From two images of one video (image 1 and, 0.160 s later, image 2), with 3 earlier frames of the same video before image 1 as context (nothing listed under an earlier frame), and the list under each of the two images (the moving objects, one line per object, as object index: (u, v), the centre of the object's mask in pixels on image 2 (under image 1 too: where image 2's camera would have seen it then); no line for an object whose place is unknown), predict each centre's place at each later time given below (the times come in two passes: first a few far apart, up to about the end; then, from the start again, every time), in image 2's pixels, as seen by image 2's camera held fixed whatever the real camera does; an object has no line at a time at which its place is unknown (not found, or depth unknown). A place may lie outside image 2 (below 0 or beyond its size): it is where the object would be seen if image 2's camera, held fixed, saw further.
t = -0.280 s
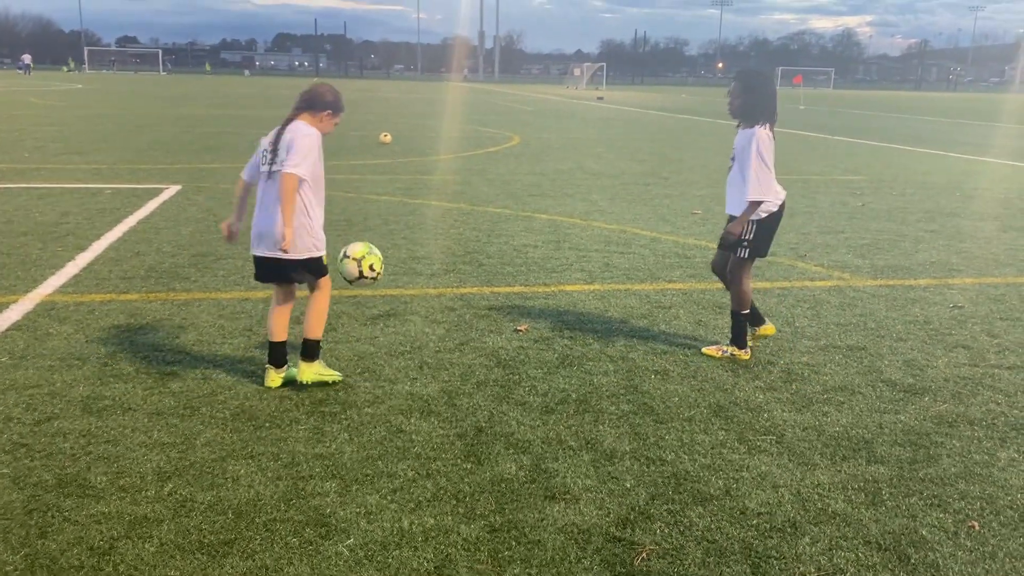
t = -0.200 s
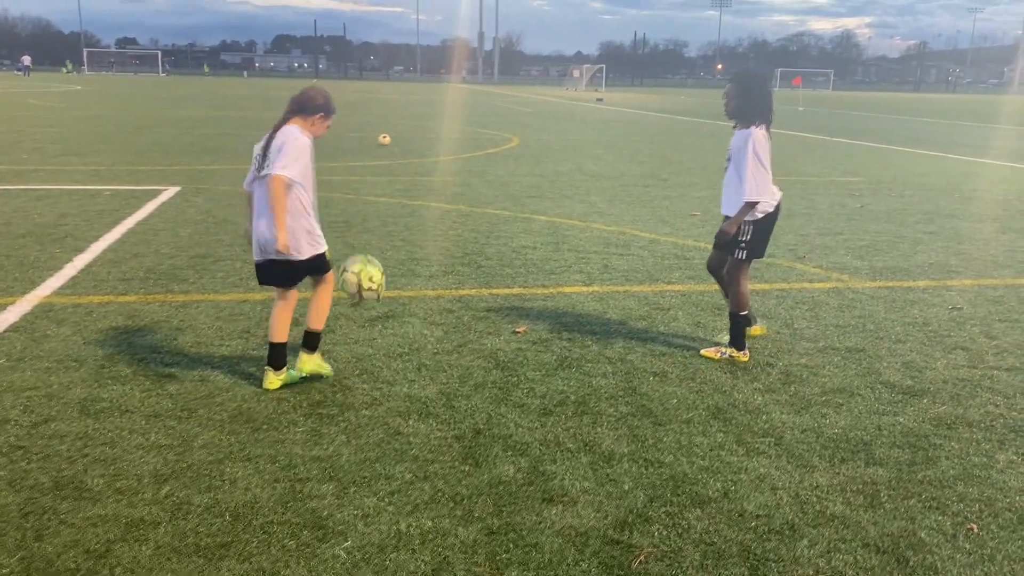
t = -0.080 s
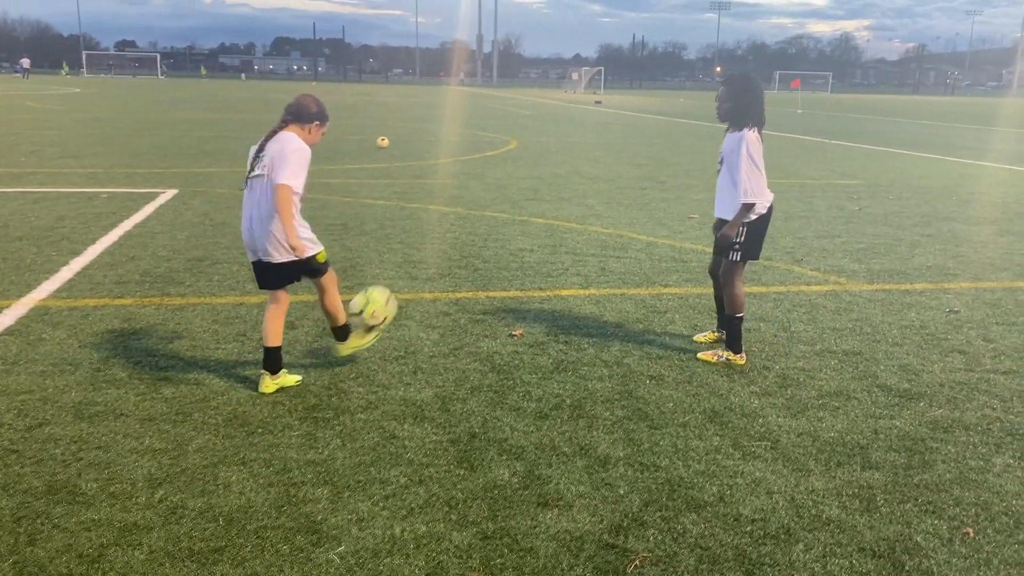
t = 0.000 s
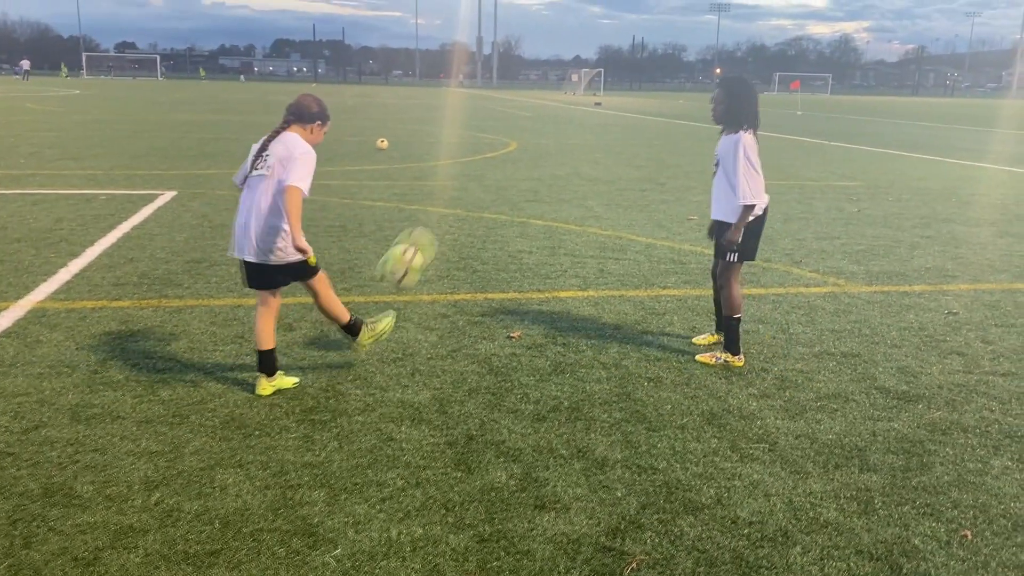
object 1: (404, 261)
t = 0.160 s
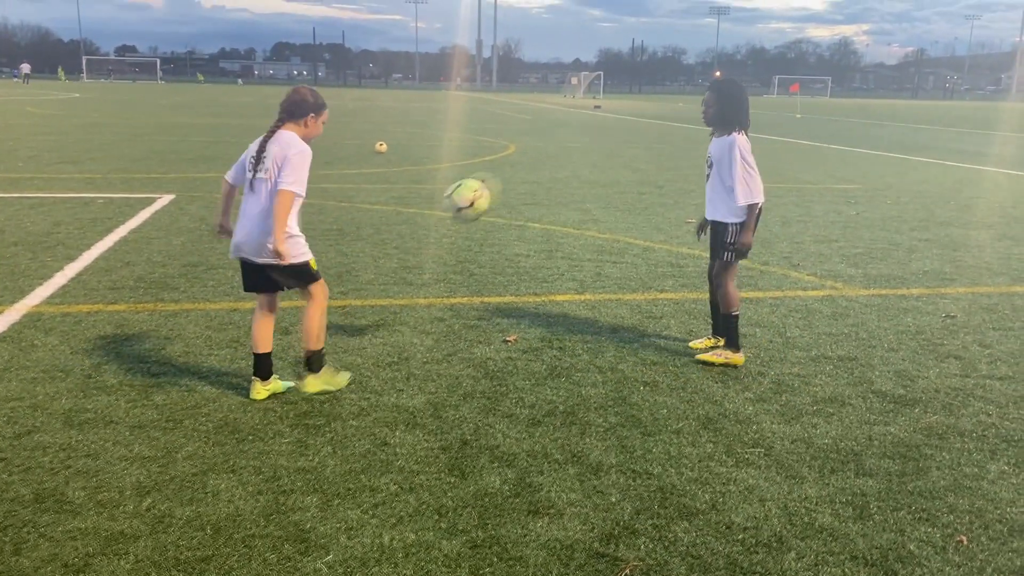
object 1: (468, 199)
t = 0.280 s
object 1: (519, 182)
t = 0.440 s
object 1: (576, 201)
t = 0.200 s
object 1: (488, 190)
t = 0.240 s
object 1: (501, 185)
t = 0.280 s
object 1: (519, 182)
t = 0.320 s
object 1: (532, 183)
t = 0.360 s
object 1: (546, 185)
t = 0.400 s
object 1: (562, 192)
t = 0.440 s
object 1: (576, 201)
